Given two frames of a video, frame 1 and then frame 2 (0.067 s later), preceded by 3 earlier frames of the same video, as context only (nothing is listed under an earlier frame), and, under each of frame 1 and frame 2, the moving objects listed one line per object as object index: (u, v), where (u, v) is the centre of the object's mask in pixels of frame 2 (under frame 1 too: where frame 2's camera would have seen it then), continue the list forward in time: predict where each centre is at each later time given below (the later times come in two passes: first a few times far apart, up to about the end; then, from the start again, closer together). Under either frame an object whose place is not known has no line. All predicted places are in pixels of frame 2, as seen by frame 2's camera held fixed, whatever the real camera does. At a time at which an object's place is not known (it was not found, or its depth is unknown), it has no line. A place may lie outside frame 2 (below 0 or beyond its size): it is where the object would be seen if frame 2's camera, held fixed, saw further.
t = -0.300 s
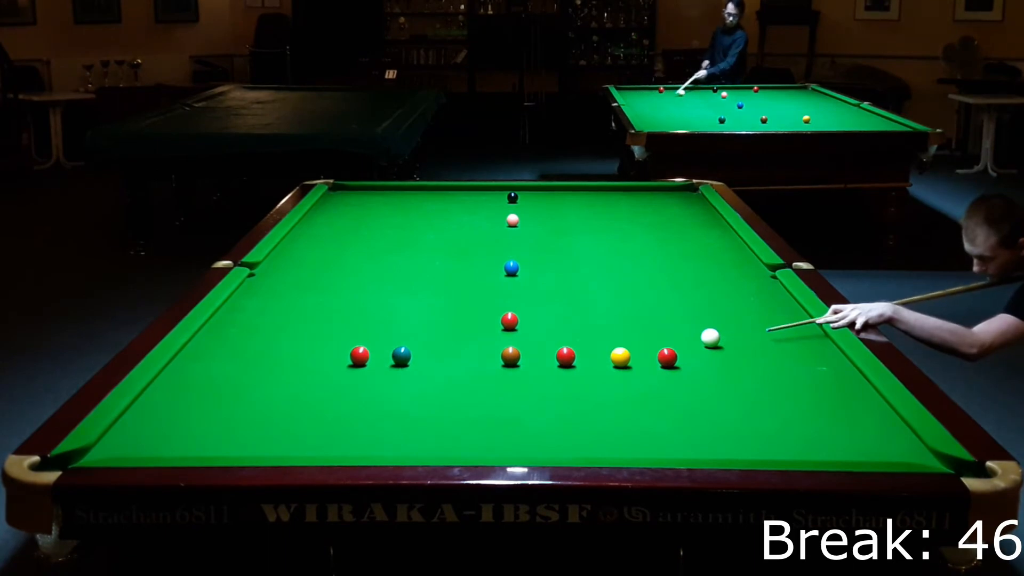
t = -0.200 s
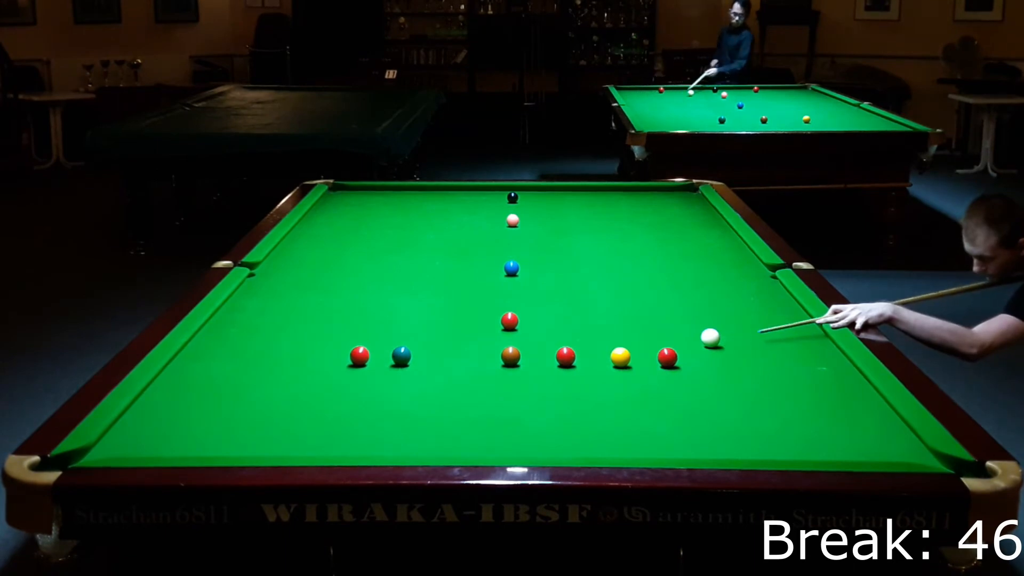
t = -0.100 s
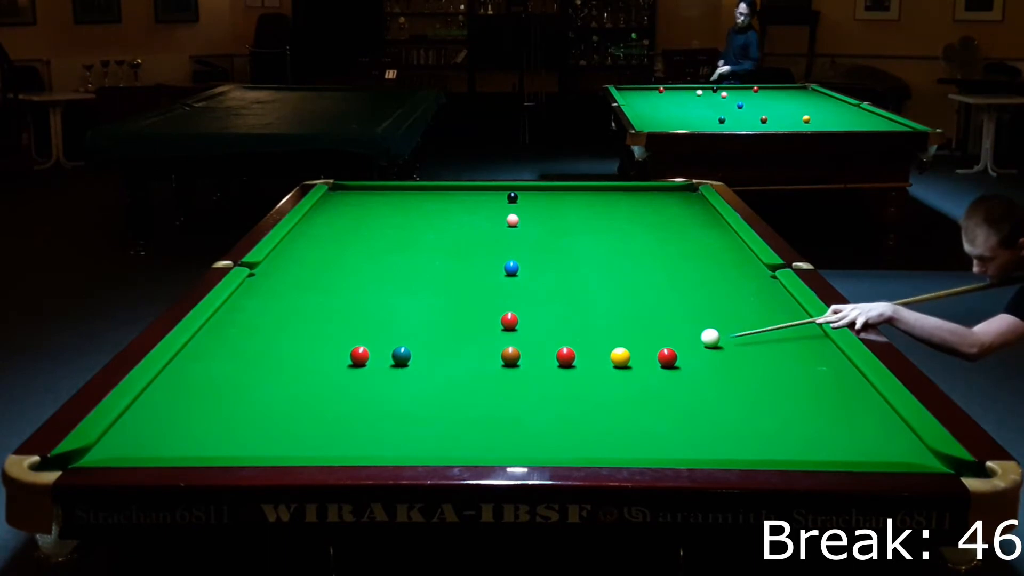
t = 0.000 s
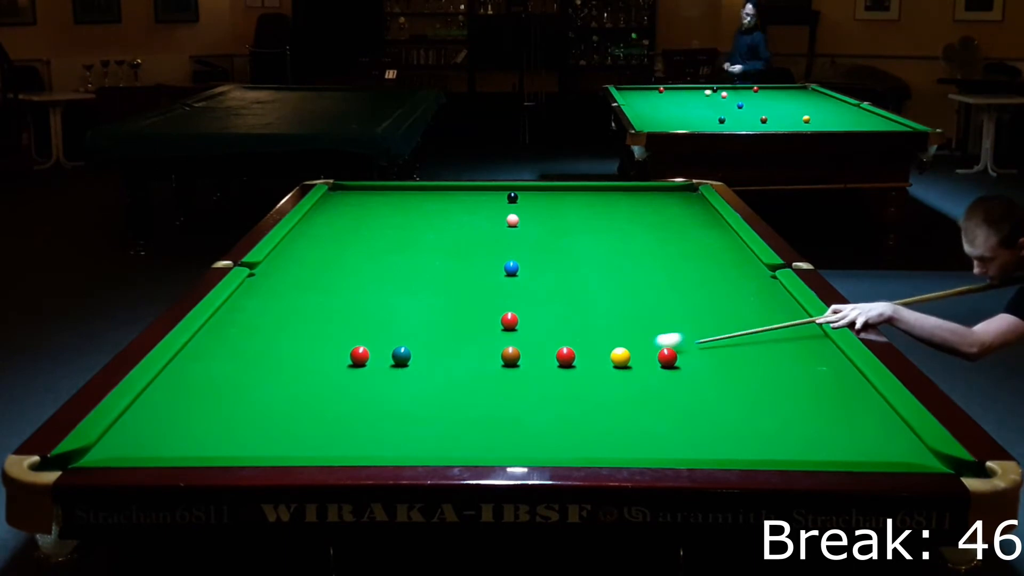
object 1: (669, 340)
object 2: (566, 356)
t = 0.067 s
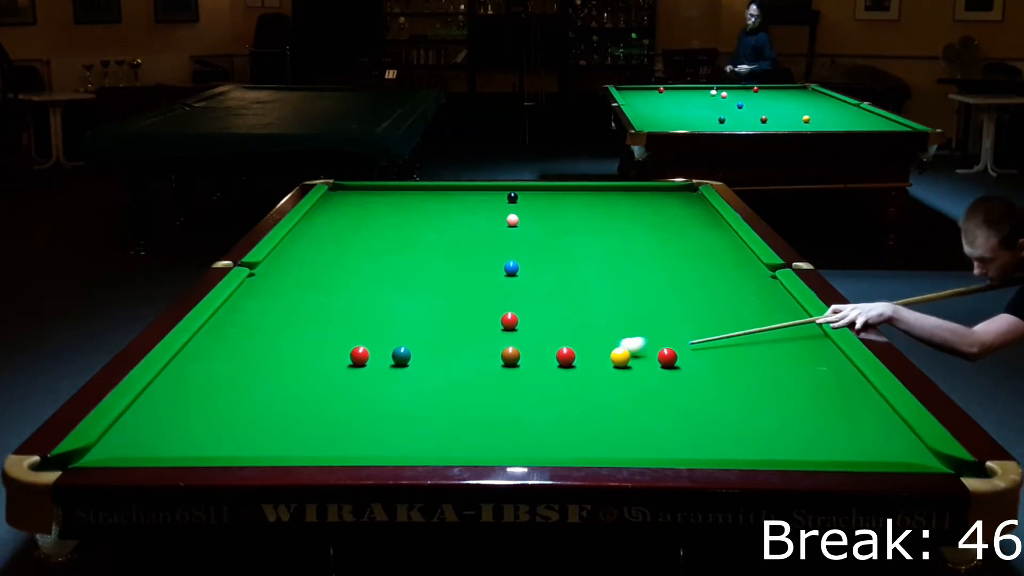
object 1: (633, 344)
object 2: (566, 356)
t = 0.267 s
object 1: (571, 351)
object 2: (535, 362)
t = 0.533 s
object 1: (544, 348)
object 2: (463, 378)
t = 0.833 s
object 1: (518, 343)
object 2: (381, 396)
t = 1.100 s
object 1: (496, 343)
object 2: (302, 414)
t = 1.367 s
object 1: (477, 341)
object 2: (221, 432)
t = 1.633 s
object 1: (459, 339)
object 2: (135, 448)
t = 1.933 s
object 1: (443, 338)
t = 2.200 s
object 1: (430, 337)
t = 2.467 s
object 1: (419, 337)
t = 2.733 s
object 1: (410, 337)
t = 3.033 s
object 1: (403, 336)
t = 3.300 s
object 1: (399, 337)
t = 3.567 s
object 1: (396, 337)
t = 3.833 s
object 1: (395, 337)
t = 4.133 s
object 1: (395, 337)
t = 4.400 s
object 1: (395, 337)
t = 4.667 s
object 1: (395, 337)
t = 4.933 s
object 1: (395, 337)
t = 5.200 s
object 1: (395, 337)
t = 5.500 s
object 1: (395, 337)
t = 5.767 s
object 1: (395, 337)
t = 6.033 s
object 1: (395, 337)
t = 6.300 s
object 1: (395, 337)
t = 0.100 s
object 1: (614, 345)
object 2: (566, 356)
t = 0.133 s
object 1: (599, 348)
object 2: (565, 357)
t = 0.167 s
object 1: (584, 351)
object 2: (565, 357)
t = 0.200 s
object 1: (578, 352)
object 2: (556, 357)
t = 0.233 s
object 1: (575, 351)
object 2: (545, 360)
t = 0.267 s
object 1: (571, 351)
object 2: (535, 362)
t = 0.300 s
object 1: (568, 350)
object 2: (525, 365)
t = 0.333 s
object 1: (564, 350)
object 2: (515, 367)
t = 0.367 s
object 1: (561, 350)
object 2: (507, 368)
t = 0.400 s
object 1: (557, 349)
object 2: (499, 371)
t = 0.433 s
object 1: (554, 349)
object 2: (490, 372)
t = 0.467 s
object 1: (551, 349)
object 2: (481, 375)
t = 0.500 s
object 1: (547, 348)
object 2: (472, 376)
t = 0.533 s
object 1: (544, 348)
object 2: (463, 378)
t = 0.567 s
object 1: (541, 347)
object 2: (454, 380)
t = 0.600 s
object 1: (538, 347)
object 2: (445, 382)
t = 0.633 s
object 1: (535, 347)
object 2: (436, 384)
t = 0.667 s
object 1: (532, 346)
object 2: (427, 386)
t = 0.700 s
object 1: (529, 346)
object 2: (417, 388)
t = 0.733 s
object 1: (526, 346)
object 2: (409, 390)
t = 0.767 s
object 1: (523, 345)
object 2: (399, 392)
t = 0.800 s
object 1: (521, 344)
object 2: (390, 394)
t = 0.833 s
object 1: (518, 343)
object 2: (381, 396)
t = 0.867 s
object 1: (515, 342)
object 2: (371, 399)
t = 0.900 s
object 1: (512, 341)
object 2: (361, 401)
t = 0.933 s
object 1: (509, 341)
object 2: (352, 403)
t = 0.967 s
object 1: (506, 342)
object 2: (342, 405)
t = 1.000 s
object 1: (503, 342)
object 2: (332, 407)
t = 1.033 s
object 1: (500, 343)
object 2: (323, 409)
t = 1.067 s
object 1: (498, 343)
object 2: (313, 411)
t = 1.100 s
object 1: (496, 343)
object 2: (302, 414)
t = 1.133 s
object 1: (493, 342)
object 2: (293, 416)
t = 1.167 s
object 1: (491, 342)
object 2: (283, 418)
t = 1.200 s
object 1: (488, 342)
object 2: (273, 421)
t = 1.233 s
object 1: (486, 342)
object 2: (262, 423)
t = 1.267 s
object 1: (483, 342)
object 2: (252, 425)
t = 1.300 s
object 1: (481, 341)
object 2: (242, 428)
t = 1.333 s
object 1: (479, 341)
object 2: (232, 430)
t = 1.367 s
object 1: (477, 341)
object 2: (221, 432)
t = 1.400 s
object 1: (474, 341)
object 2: (210, 434)
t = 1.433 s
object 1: (472, 341)
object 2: (200, 437)
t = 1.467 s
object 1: (470, 340)
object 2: (189, 439)
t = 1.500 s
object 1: (468, 340)
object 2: (178, 441)
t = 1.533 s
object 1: (466, 340)
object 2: (167, 443)
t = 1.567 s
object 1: (463, 340)
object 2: (157, 445)
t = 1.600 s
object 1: (461, 340)
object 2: (146, 446)
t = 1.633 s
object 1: (459, 339)
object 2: (135, 448)
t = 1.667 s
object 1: (457, 339)
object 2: (124, 449)
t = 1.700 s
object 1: (456, 339)
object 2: (113, 451)
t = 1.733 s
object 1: (454, 339)
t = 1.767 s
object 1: (452, 339)
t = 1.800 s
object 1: (450, 339)
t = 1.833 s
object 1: (448, 338)
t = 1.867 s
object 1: (446, 338)
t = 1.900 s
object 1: (444, 338)
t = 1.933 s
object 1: (443, 338)
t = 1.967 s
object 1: (441, 338)
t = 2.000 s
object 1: (439, 338)
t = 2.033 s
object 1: (438, 338)
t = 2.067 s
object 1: (436, 338)
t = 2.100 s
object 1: (434, 338)
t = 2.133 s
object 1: (433, 338)
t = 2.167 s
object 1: (431, 337)
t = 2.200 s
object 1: (430, 337)
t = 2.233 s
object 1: (428, 337)
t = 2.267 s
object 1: (427, 337)
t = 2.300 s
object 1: (426, 337)
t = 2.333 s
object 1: (424, 337)
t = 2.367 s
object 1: (423, 337)
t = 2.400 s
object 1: (422, 337)
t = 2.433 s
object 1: (420, 337)
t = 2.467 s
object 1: (419, 337)
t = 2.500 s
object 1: (418, 337)
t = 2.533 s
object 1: (417, 337)
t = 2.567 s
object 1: (416, 337)
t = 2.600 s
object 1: (414, 337)
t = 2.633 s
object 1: (413, 337)
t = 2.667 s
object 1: (412, 337)
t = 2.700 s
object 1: (411, 337)
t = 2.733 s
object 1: (410, 337)
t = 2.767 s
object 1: (410, 337)
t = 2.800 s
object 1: (409, 337)
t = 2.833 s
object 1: (408, 337)
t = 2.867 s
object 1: (407, 336)
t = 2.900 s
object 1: (406, 337)
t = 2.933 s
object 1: (405, 336)
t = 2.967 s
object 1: (405, 336)
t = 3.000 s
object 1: (404, 336)
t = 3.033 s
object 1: (403, 336)
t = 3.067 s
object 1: (403, 336)
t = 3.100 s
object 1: (402, 336)
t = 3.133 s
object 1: (401, 336)
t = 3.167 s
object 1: (401, 336)
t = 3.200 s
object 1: (400, 336)
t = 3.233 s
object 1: (400, 337)
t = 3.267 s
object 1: (399, 337)
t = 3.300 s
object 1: (399, 337)
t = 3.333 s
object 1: (398, 337)
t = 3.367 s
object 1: (398, 337)
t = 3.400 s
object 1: (397, 337)
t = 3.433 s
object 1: (397, 337)
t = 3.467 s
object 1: (397, 337)
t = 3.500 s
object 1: (396, 337)
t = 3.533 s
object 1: (396, 337)
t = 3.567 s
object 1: (396, 337)
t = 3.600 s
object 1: (396, 337)
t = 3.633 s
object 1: (395, 337)
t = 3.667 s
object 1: (395, 337)
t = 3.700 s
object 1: (395, 337)
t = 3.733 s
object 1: (395, 337)
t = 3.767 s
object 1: (395, 337)
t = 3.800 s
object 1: (395, 337)
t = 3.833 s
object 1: (395, 337)
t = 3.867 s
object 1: (395, 337)
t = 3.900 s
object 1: (395, 337)
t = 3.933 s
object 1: (395, 337)
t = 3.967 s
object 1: (395, 337)
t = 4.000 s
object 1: (395, 337)
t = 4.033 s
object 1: (395, 337)
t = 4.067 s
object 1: (395, 337)
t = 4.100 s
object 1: (395, 337)
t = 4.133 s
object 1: (395, 337)
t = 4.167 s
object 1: (395, 337)
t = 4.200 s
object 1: (395, 337)
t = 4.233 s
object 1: (395, 337)
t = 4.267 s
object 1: (395, 337)
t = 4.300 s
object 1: (395, 337)
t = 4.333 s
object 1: (395, 337)
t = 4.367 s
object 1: (395, 337)
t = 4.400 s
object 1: (395, 337)
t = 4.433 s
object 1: (395, 337)
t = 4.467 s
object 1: (395, 337)
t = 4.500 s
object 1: (395, 337)
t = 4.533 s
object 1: (395, 337)
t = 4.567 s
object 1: (395, 337)
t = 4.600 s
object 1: (395, 337)
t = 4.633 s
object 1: (395, 337)
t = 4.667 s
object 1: (395, 337)
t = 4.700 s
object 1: (395, 337)
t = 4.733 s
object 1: (395, 337)
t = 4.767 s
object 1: (395, 337)
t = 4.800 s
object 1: (395, 337)
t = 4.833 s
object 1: (395, 337)
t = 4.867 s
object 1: (395, 337)
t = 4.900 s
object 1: (395, 337)
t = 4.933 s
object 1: (395, 337)
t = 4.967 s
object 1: (395, 337)
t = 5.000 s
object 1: (395, 337)
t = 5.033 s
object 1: (395, 337)
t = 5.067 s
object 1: (395, 337)
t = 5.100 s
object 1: (395, 337)
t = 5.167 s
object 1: (395, 337)
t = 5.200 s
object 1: (395, 337)
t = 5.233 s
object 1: (395, 337)
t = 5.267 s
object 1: (395, 337)
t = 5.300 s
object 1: (395, 337)
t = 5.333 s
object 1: (395, 337)
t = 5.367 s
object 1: (395, 337)
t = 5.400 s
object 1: (395, 337)
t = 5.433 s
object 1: (395, 337)
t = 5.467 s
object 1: (395, 337)
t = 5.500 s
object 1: (395, 337)
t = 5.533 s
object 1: (395, 337)
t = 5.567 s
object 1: (395, 337)
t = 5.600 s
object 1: (395, 337)
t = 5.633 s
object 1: (395, 337)
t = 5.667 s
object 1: (395, 337)
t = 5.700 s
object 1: (395, 337)
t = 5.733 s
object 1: (395, 337)
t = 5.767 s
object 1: (395, 337)
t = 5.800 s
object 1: (395, 337)
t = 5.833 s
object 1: (395, 337)
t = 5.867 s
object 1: (395, 337)
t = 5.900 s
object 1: (395, 337)
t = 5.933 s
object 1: (395, 337)
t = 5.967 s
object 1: (395, 337)
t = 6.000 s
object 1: (395, 337)
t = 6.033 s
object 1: (395, 337)
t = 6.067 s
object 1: (395, 337)
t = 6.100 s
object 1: (395, 337)
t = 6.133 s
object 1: (395, 337)
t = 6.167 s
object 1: (395, 337)
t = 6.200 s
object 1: (395, 337)
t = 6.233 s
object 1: (395, 337)
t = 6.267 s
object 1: (395, 337)
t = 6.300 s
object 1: (395, 337)
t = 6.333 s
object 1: (395, 337)
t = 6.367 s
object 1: (395, 337)
